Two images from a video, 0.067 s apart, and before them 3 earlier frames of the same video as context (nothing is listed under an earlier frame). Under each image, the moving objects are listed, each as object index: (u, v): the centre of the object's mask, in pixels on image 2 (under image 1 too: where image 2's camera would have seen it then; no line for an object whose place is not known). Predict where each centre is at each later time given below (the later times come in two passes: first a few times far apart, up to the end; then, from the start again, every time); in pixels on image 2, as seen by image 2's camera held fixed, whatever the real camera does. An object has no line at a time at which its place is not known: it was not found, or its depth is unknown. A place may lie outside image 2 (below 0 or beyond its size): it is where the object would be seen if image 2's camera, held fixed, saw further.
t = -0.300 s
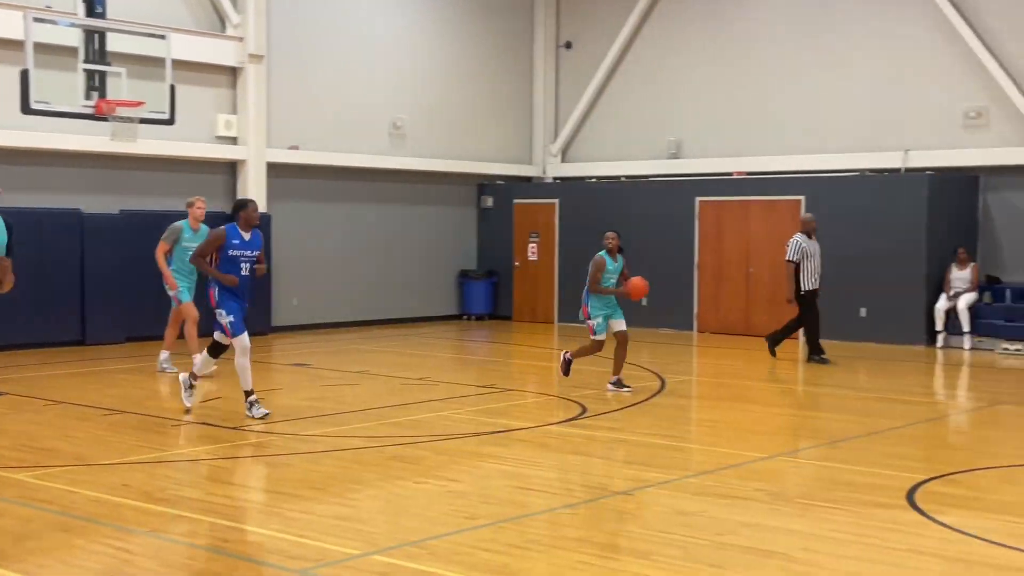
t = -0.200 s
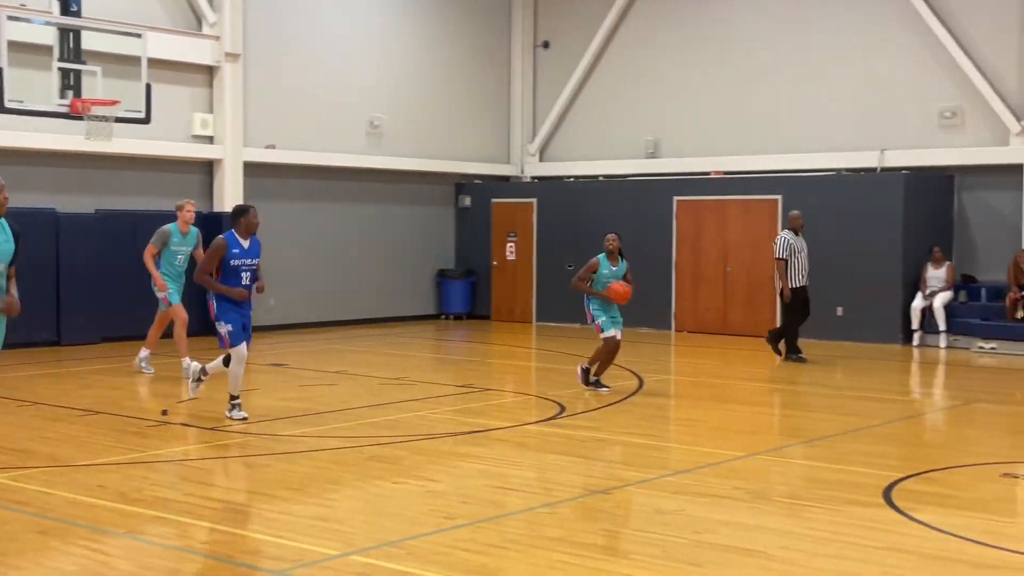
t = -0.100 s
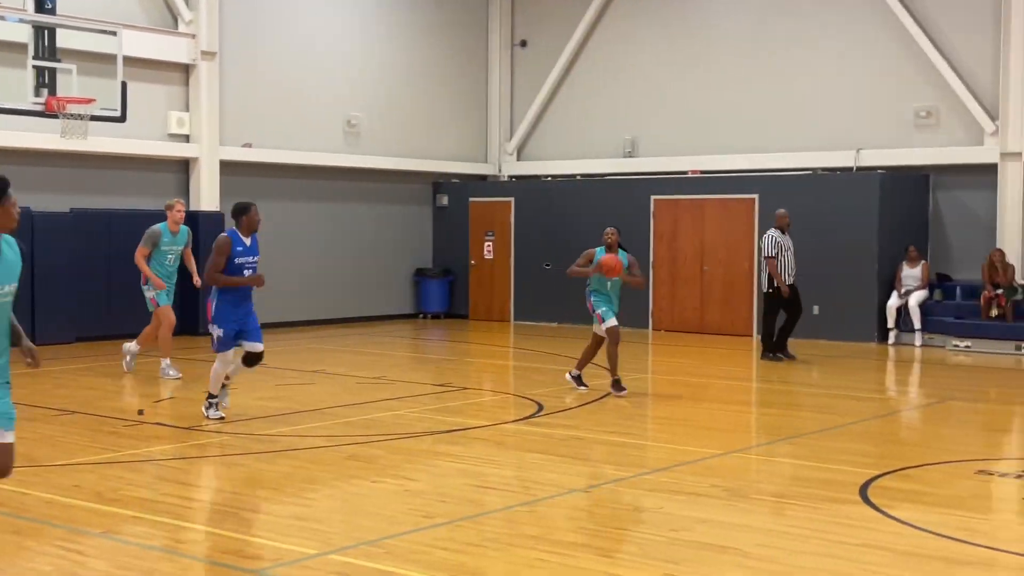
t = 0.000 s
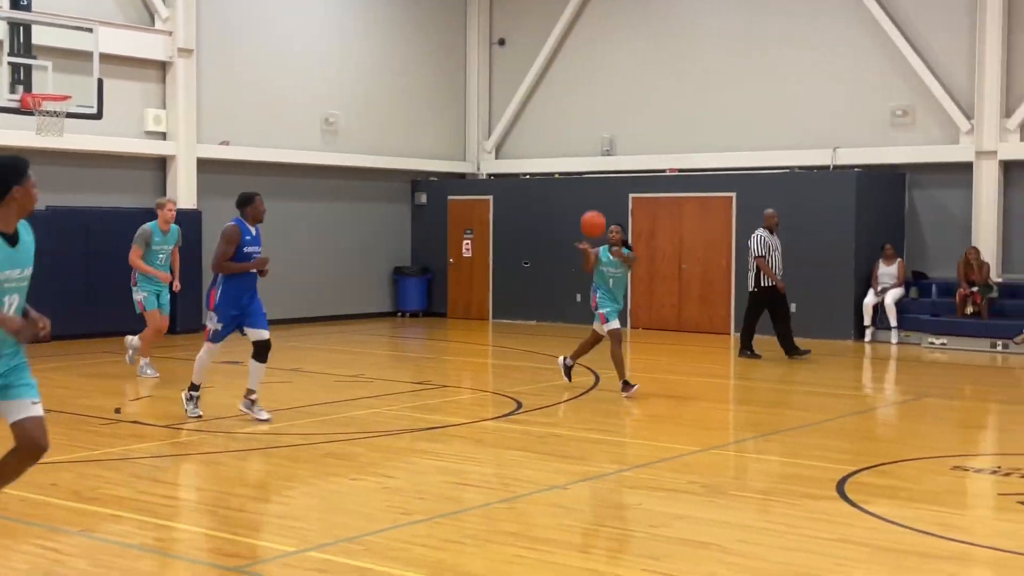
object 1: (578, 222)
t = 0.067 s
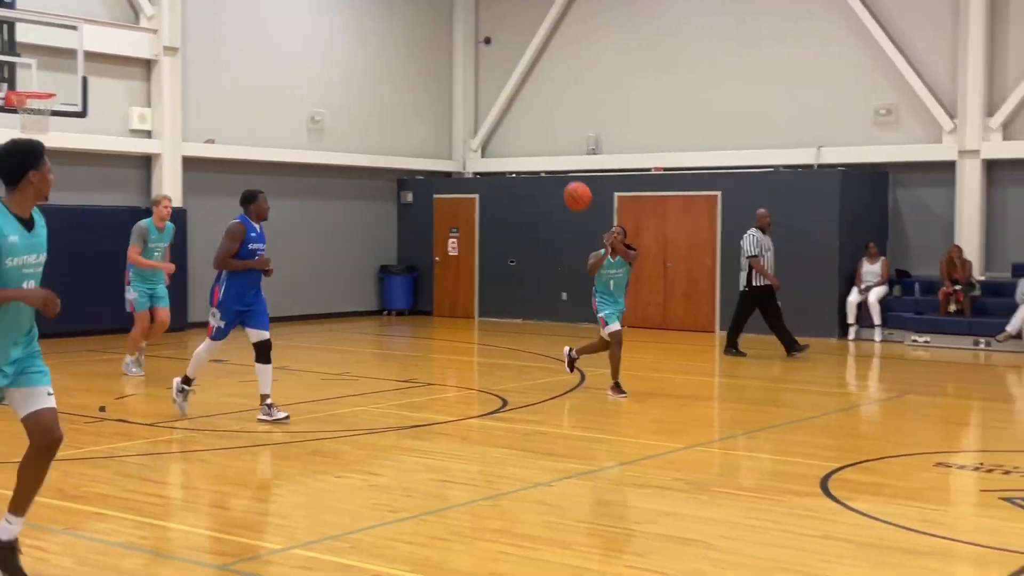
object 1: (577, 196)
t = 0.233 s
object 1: (572, 139)
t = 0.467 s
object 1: (563, 92)
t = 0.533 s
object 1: (559, 91)
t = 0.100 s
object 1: (577, 184)
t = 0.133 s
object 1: (575, 172)
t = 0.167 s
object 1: (575, 160)
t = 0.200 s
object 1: (574, 149)
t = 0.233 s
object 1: (572, 139)
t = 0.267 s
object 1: (571, 129)
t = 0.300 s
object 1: (570, 120)
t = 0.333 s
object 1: (569, 113)
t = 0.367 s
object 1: (568, 106)
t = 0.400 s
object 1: (566, 100)
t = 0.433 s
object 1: (565, 96)
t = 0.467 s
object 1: (563, 92)
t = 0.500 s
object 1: (560, 91)
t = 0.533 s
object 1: (559, 91)
